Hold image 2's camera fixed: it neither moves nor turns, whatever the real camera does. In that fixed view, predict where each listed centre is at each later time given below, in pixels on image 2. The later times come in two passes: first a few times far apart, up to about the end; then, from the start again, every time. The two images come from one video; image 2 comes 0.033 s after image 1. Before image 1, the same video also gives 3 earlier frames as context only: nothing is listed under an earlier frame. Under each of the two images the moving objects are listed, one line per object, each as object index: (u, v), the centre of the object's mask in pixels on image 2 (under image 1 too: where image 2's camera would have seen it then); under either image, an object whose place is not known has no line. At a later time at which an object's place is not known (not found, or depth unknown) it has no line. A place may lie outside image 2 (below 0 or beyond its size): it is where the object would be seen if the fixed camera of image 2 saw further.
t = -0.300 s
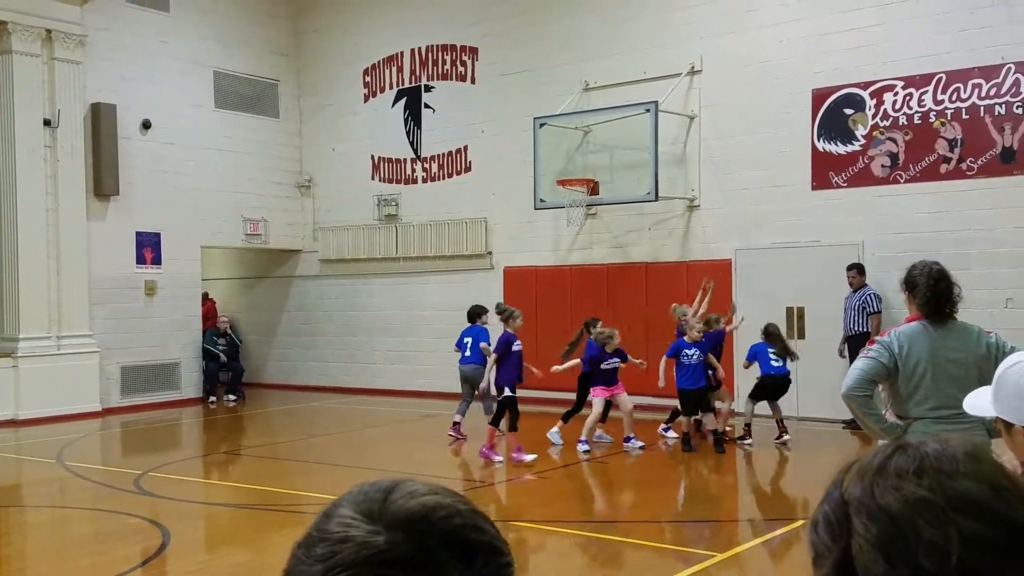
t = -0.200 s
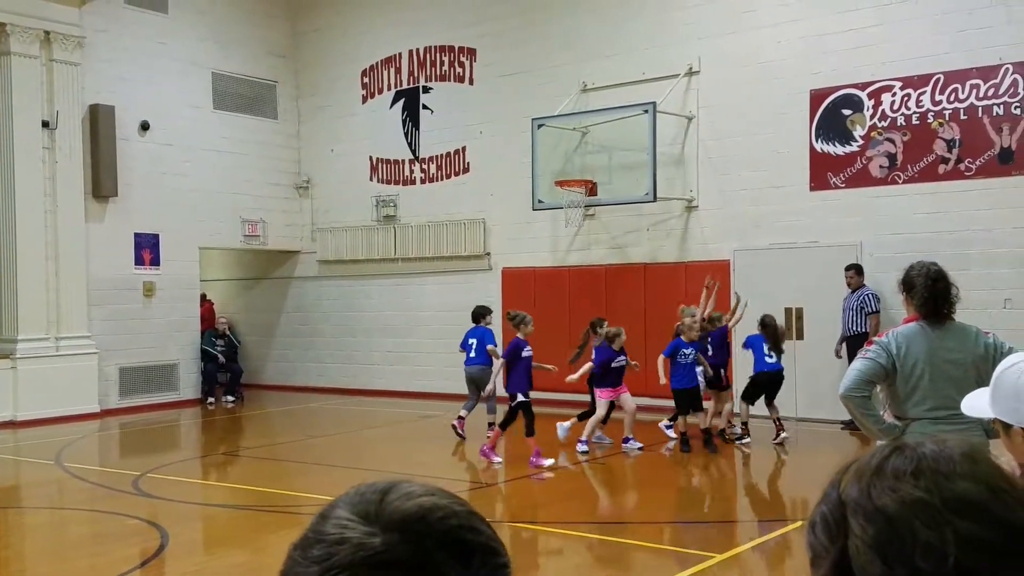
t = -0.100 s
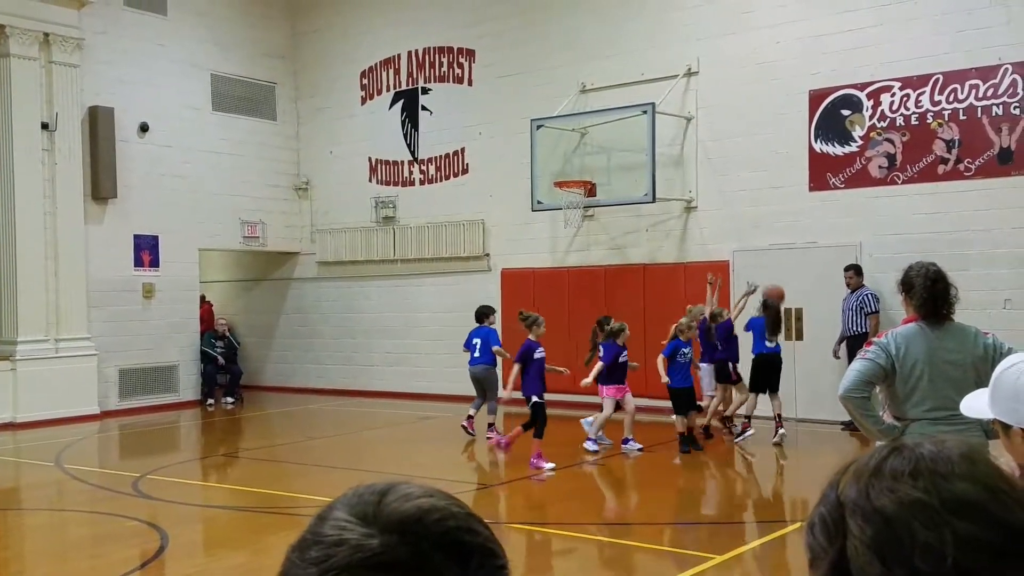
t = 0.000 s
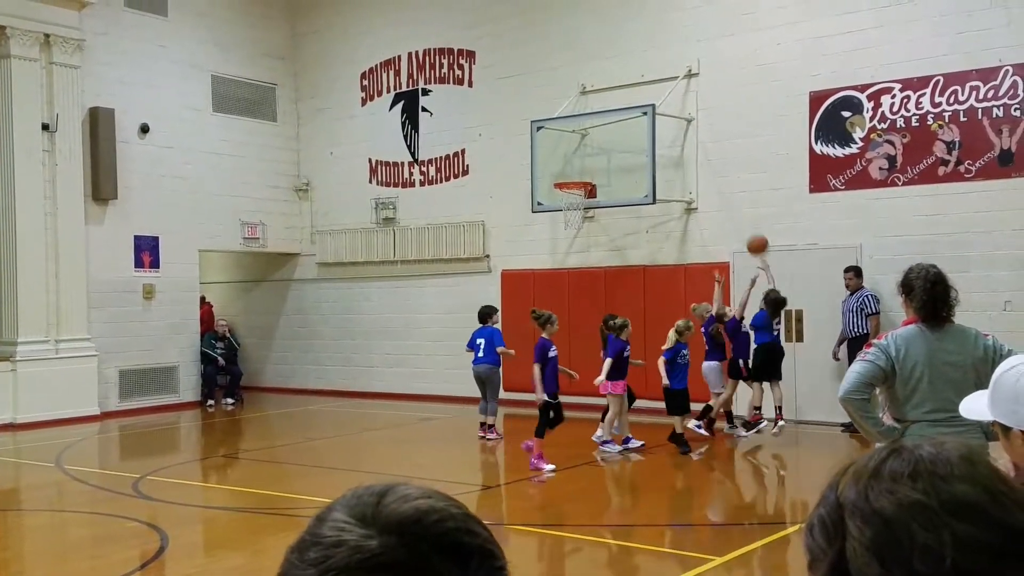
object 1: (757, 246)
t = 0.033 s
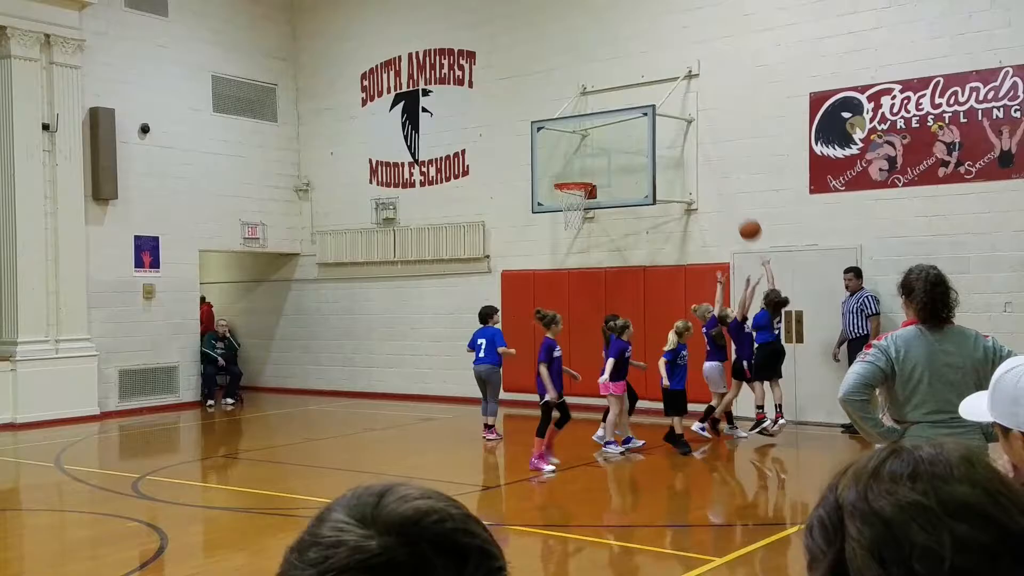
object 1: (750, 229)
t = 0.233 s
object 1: (707, 159)
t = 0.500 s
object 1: (656, 123)
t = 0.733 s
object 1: (617, 140)
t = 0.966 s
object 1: (590, 163)
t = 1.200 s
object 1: (584, 141)
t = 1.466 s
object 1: (579, 166)
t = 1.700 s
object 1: (574, 225)
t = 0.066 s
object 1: (742, 215)
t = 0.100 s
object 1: (735, 202)
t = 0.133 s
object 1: (728, 189)
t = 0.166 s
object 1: (721, 178)
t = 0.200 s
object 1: (714, 168)
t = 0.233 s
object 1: (707, 159)
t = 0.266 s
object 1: (701, 151)
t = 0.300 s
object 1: (694, 144)
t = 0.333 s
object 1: (687, 138)
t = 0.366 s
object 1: (681, 134)
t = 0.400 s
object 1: (675, 129)
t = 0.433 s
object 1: (668, 126)
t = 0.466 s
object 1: (663, 125)
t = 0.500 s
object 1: (656, 123)
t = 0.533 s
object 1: (651, 123)
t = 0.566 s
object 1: (645, 124)
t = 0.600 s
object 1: (639, 125)
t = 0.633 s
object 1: (634, 128)
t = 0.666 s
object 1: (628, 131)
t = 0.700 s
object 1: (622, 135)
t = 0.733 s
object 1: (617, 140)
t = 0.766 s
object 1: (612, 146)
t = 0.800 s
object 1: (607, 153)
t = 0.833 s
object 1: (602, 160)
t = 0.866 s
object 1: (596, 169)
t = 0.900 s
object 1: (592, 176)
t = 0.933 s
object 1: (591, 170)
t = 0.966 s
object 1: (590, 163)
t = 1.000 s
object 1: (589, 157)
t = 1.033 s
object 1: (588, 152)
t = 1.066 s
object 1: (587, 148)
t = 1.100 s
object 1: (586, 145)
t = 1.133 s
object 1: (586, 143)
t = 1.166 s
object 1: (585, 141)
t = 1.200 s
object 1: (584, 141)
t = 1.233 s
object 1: (584, 141)
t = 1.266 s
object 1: (583, 142)
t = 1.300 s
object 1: (582, 144)
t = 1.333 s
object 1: (582, 146)
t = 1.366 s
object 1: (581, 149)
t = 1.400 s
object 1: (580, 154)
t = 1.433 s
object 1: (580, 160)
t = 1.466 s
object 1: (579, 166)
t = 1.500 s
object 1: (578, 173)
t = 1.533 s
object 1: (578, 178)
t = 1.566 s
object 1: (577, 193)
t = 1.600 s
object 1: (577, 200)
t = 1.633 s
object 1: (575, 209)
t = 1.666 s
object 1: (575, 216)
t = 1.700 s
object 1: (574, 225)
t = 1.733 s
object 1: (573, 233)
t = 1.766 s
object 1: (573, 243)
